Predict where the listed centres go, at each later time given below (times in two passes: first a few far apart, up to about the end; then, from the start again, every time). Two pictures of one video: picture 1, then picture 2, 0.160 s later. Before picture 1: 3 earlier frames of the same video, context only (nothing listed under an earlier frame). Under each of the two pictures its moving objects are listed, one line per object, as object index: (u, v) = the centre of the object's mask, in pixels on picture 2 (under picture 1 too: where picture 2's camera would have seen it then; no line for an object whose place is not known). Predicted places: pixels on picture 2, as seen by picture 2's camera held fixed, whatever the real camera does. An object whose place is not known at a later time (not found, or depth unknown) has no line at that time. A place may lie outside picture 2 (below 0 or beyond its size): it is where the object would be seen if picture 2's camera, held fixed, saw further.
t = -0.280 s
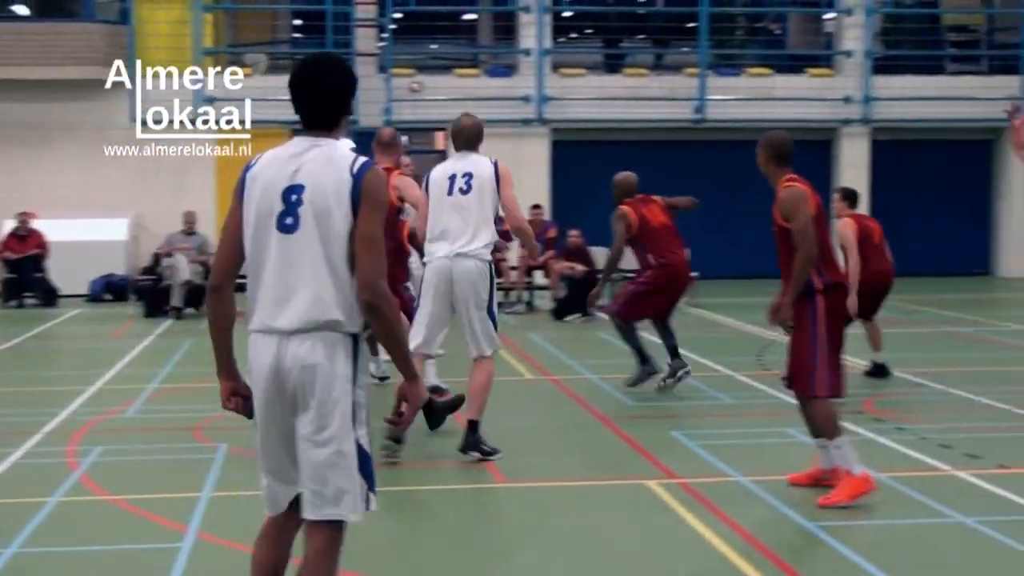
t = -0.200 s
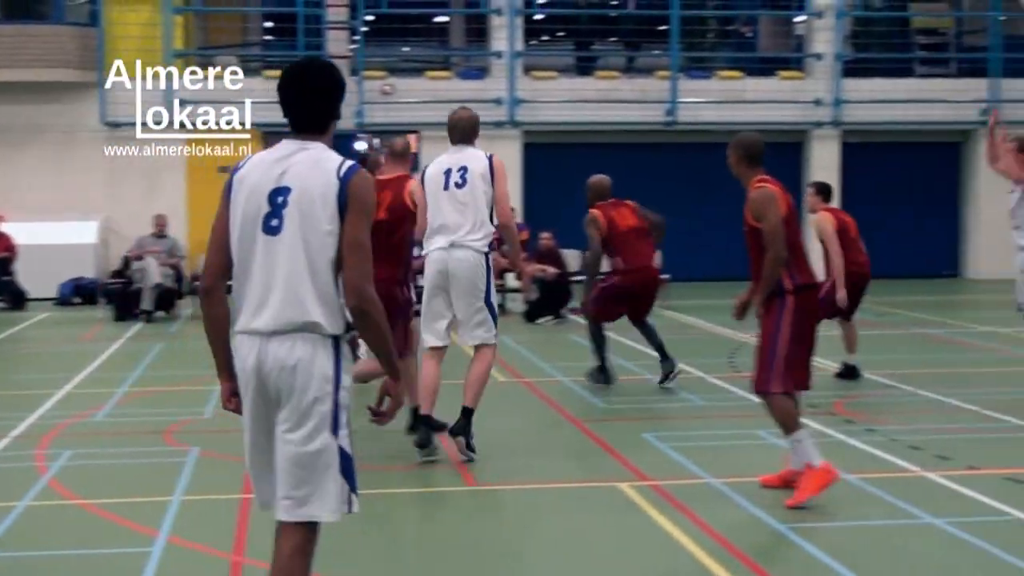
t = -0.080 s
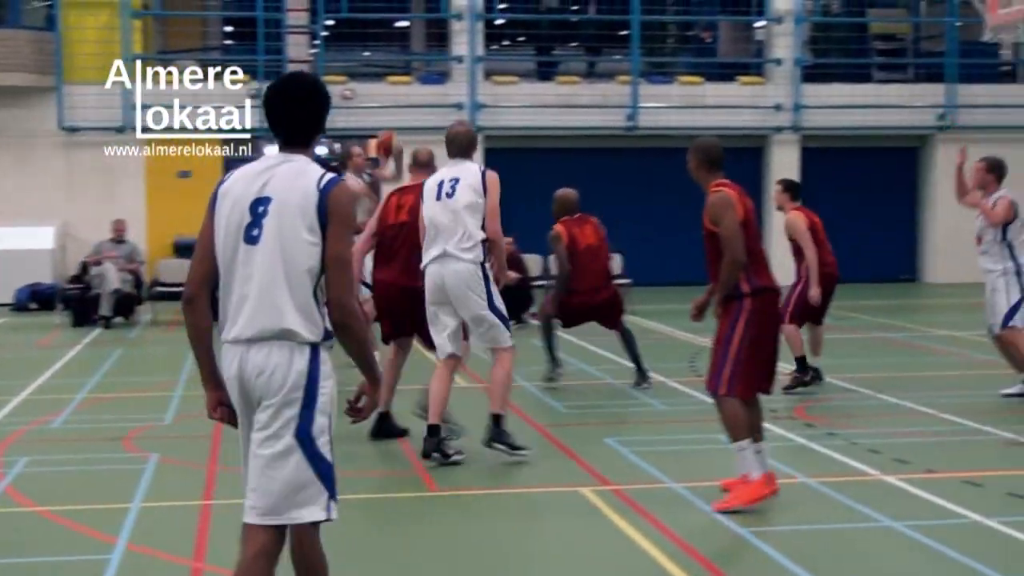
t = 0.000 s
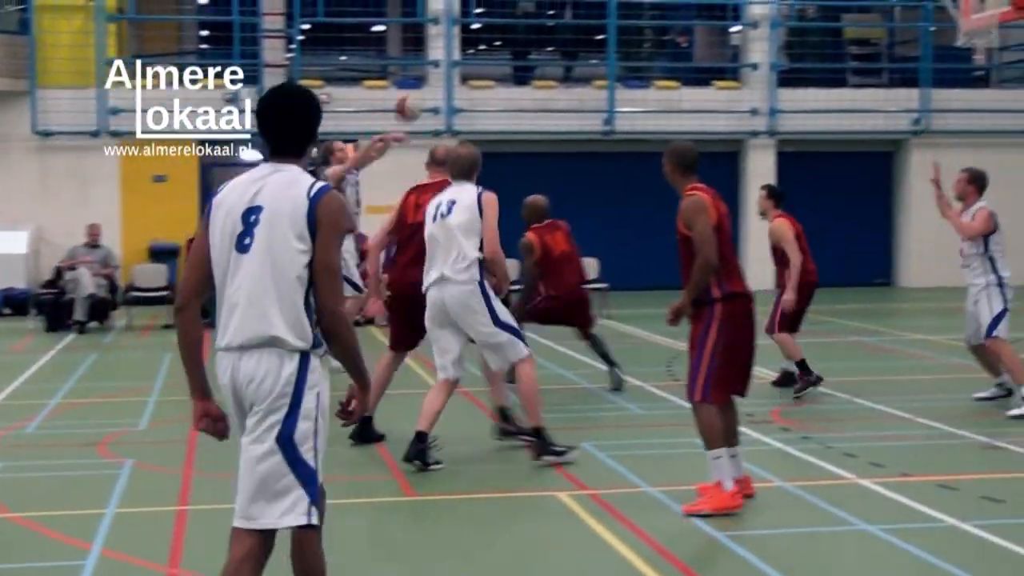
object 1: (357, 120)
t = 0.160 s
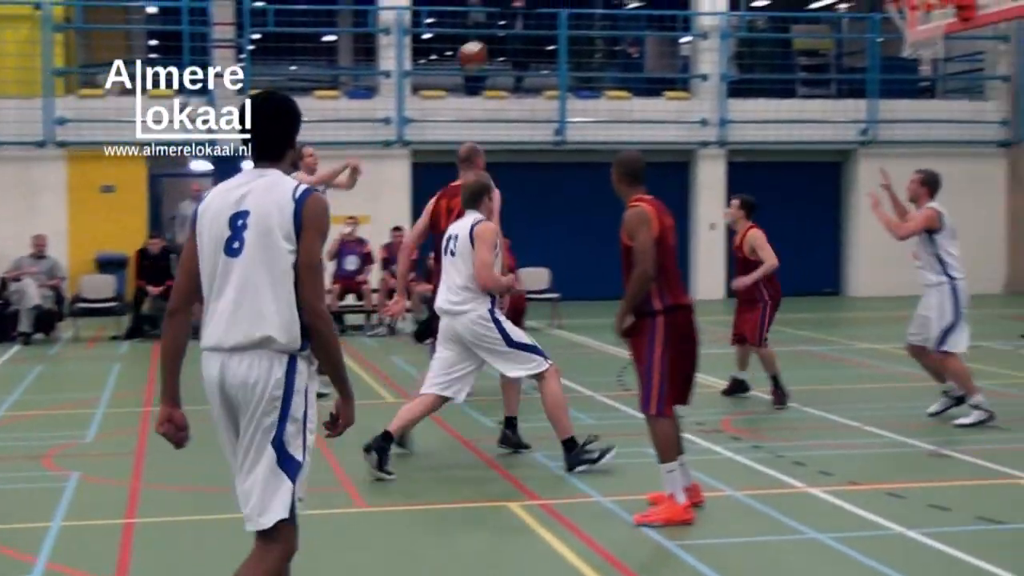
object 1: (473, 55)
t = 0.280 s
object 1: (564, 26)
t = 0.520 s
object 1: (771, 15)
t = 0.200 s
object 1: (502, 44)
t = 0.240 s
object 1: (533, 34)
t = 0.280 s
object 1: (564, 26)
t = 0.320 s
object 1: (596, 20)
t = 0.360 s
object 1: (629, 13)
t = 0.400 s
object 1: (663, 10)
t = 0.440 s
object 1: (697, 10)
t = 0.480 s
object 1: (734, 12)
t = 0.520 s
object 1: (771, 15)
